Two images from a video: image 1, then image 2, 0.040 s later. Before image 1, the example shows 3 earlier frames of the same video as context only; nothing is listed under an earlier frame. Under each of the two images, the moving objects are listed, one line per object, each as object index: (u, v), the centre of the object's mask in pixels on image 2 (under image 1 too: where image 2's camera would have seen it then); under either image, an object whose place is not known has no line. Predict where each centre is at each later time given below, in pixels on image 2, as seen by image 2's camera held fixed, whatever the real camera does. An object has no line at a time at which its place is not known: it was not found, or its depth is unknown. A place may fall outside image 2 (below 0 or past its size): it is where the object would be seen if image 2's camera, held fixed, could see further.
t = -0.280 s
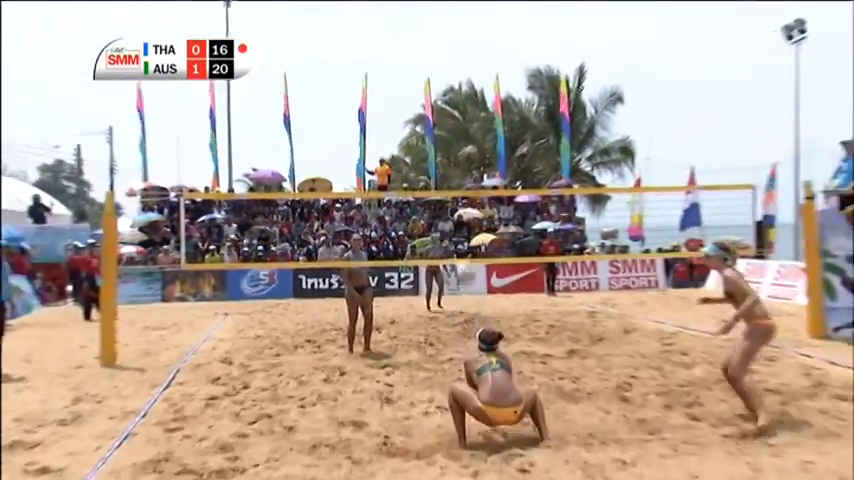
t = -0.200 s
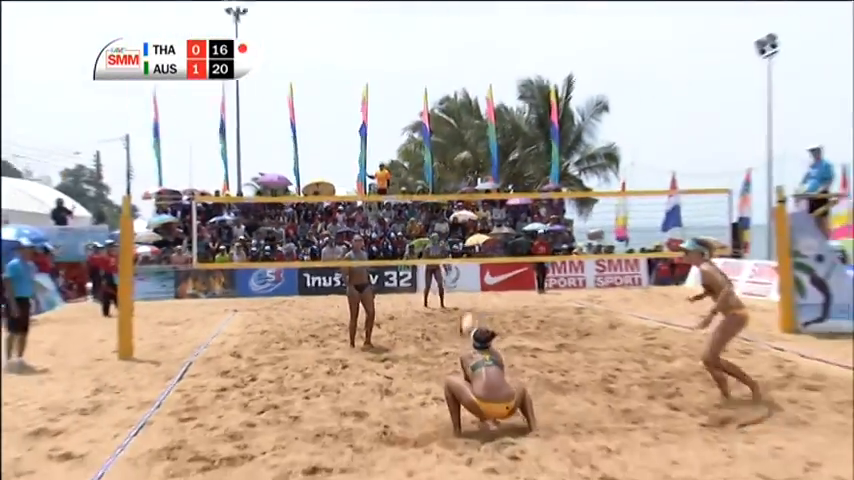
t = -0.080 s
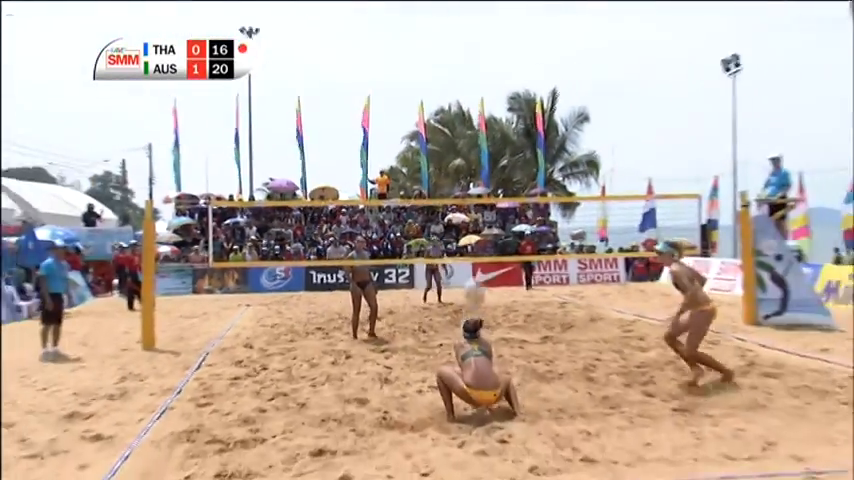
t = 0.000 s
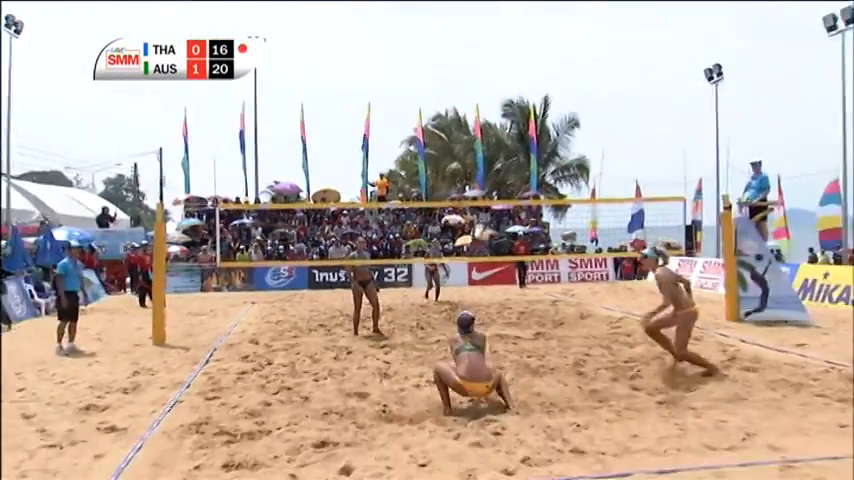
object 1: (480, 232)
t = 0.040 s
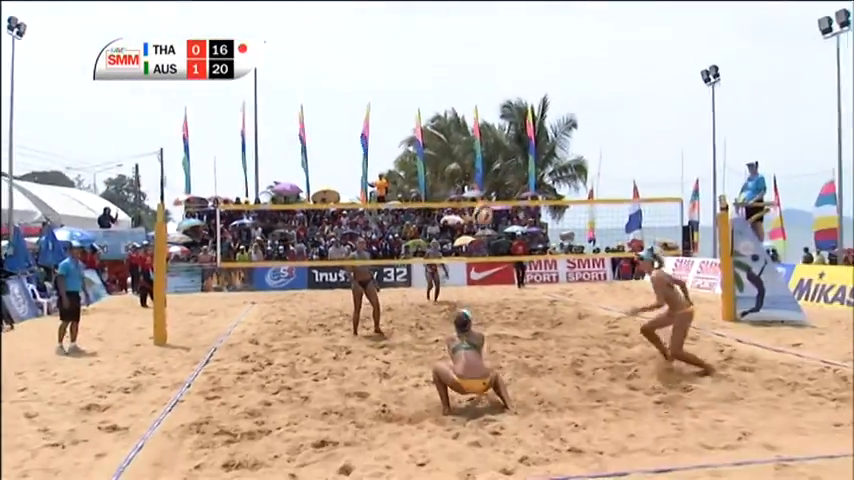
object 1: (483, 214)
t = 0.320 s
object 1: (514, 109)
